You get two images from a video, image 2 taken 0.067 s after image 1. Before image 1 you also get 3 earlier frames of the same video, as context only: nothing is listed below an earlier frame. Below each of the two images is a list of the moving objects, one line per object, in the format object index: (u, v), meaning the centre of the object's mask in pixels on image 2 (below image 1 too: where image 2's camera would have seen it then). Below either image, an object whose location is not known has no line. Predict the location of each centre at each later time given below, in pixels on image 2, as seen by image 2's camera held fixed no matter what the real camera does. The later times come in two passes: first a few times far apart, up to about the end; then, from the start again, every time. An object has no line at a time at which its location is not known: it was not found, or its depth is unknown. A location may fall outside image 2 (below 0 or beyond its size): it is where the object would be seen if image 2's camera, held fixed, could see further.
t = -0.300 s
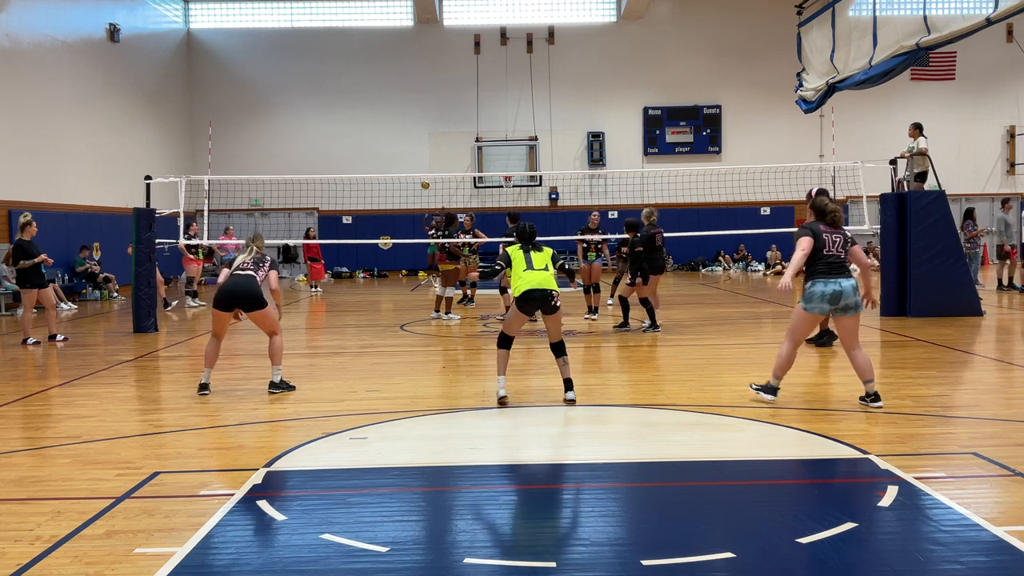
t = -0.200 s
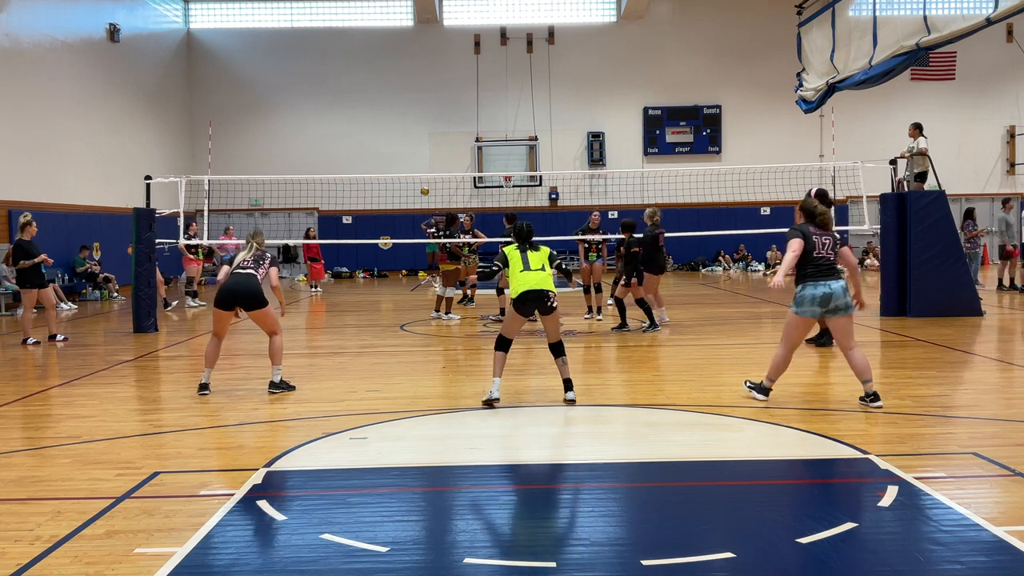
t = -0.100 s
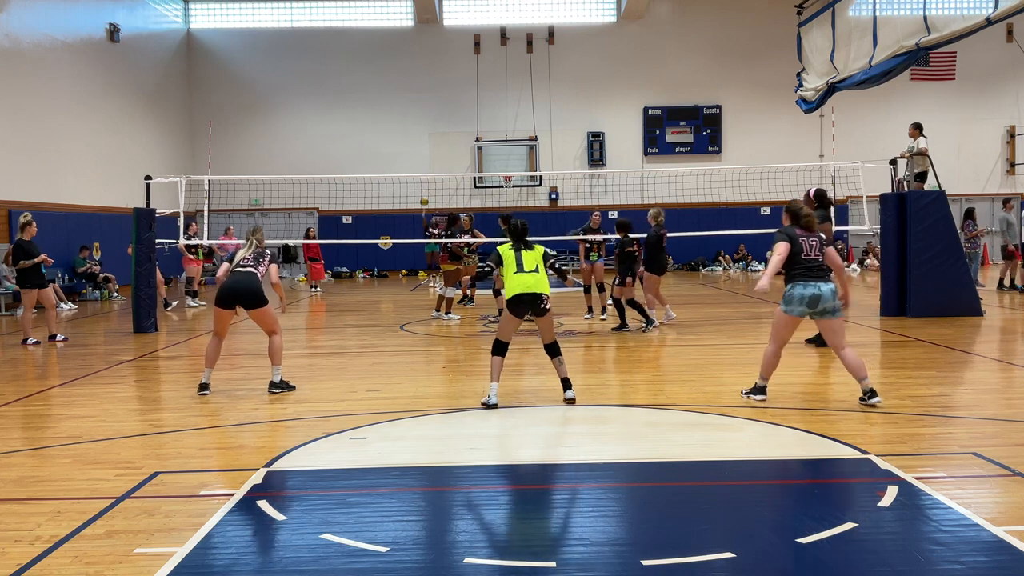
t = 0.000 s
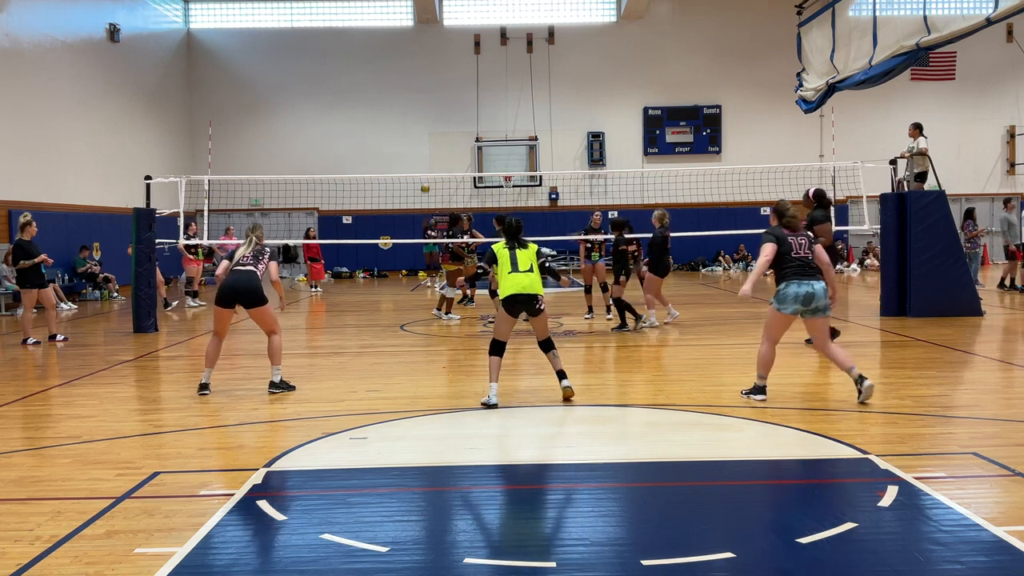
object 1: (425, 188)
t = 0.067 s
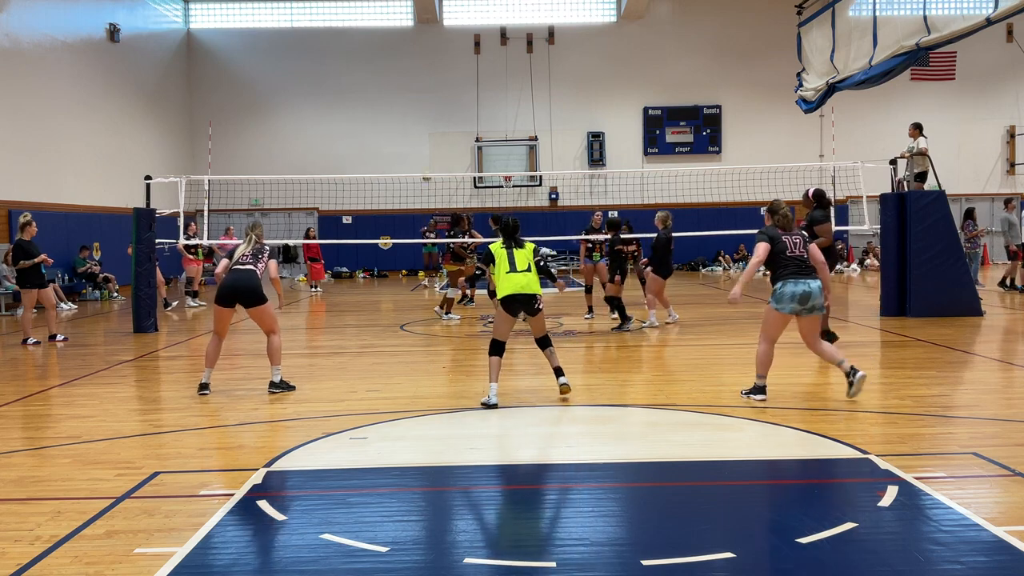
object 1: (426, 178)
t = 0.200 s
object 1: (432, 155)
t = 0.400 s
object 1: (445, 134)
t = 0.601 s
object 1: (463, 127)
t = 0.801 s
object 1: (485, 150)
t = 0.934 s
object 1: (507, 196)
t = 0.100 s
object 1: (427, 169)
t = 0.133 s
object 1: (429, 165)
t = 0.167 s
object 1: (430, 160)
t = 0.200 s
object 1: (432, 155)
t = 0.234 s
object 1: (434, 151)
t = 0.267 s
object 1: (436, 146)
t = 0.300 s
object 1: (438, 143)
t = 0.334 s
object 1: (441, 139)
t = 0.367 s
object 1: (443, 137)
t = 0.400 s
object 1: (445, 134)
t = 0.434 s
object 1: (448, 132)
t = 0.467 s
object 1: (451, 130)
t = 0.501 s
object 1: (454, 128)
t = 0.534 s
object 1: (457, 127)
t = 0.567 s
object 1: (460, 127)
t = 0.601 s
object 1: (463, 127)
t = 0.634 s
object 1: (466, 128)
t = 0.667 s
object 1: (469, 129)
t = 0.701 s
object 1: (473, 133)
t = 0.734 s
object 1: (476, 136)
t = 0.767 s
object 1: (480, 143)
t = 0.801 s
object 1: (485, 150)
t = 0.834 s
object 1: (490, 159)
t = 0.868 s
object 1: (495, 170)
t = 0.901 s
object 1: (502, 182)
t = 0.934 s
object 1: (507, 196)
